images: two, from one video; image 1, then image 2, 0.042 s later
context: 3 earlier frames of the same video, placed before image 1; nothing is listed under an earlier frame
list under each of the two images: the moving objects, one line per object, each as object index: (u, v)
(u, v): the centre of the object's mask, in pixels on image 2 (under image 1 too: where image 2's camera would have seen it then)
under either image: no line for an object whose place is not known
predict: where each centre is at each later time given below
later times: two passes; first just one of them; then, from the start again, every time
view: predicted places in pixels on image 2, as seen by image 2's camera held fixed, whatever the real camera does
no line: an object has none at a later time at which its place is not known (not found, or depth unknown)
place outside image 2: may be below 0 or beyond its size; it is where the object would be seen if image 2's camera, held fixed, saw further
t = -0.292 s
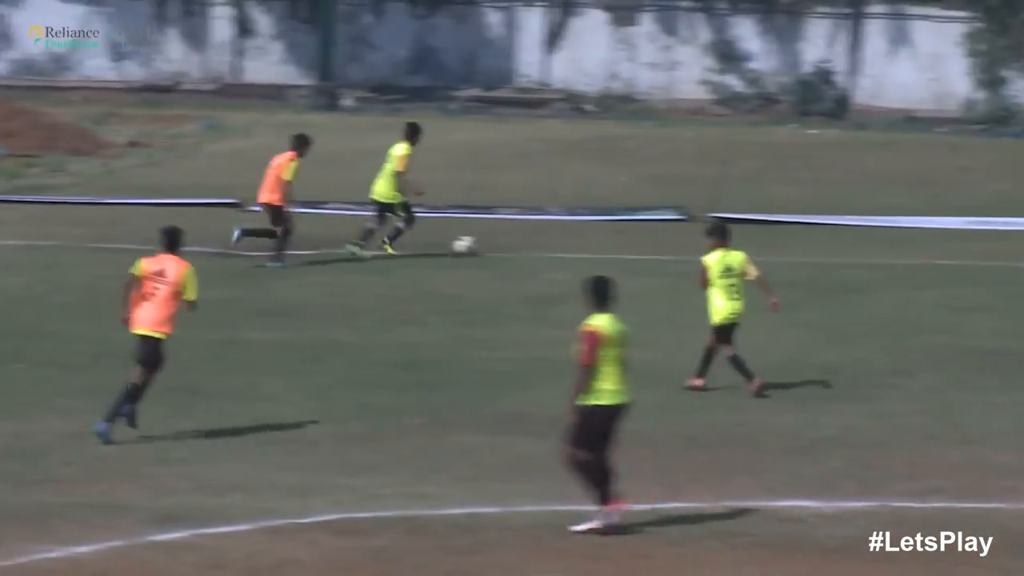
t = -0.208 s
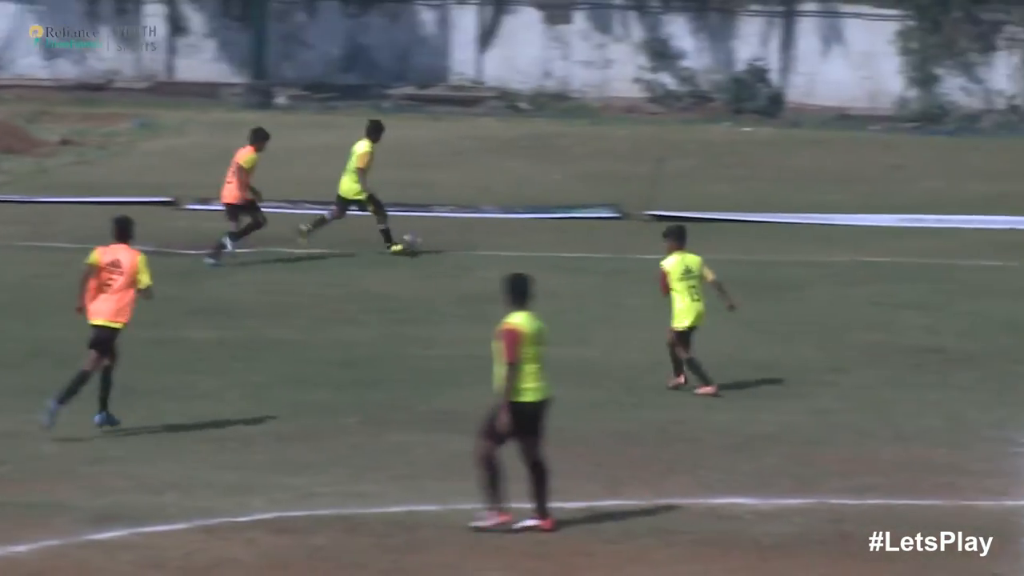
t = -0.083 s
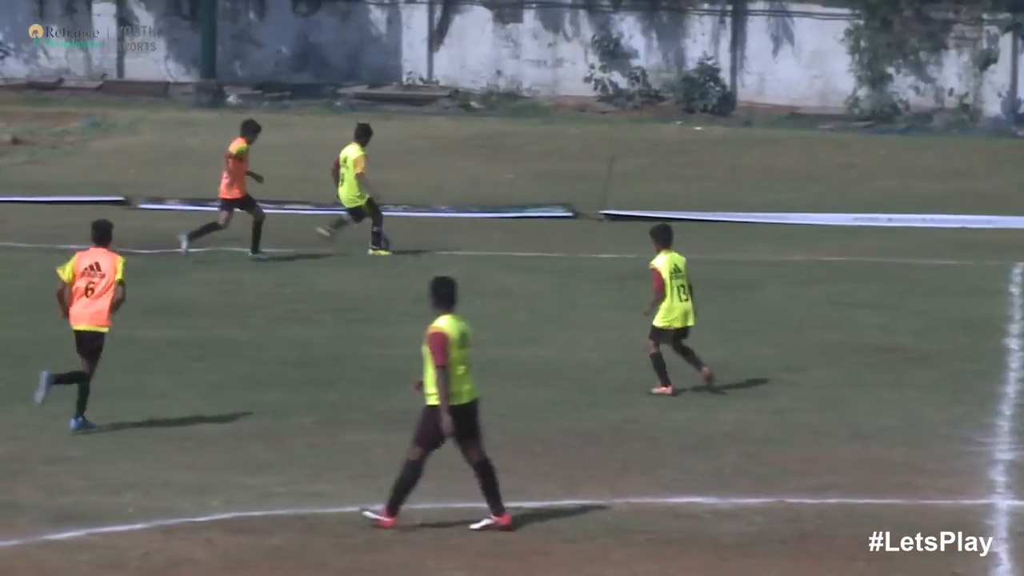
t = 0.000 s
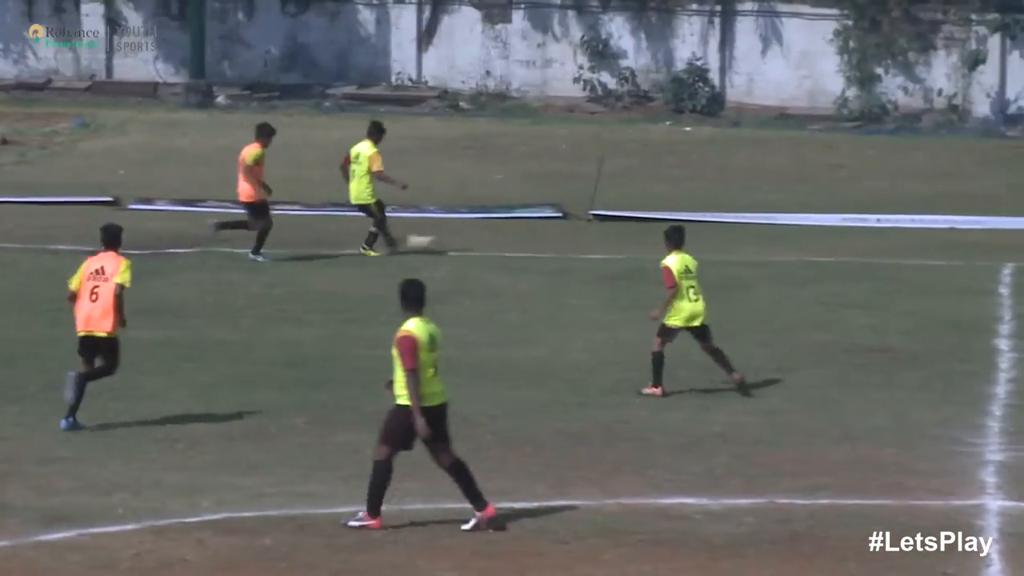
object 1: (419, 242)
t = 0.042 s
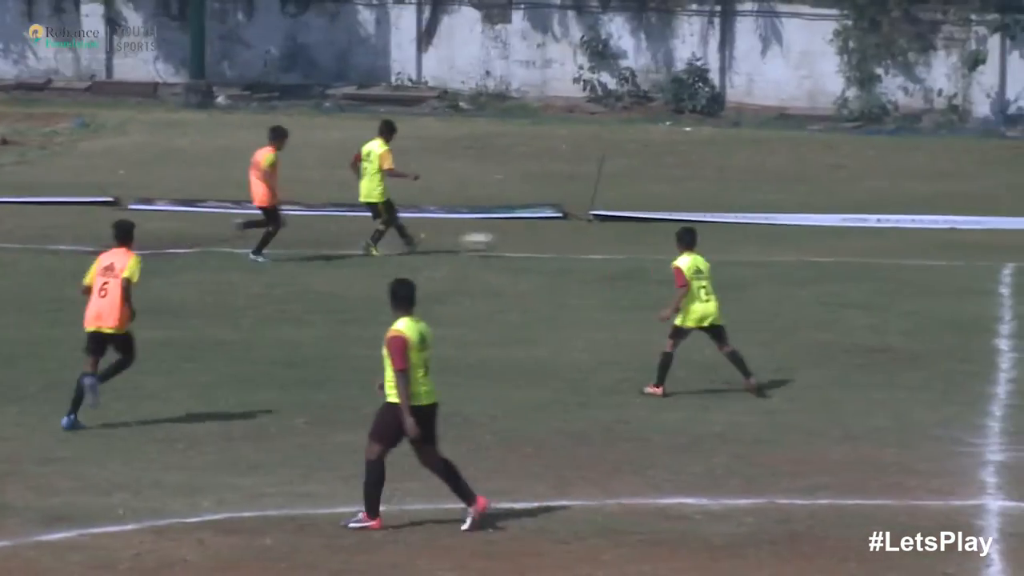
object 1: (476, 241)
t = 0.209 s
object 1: (693, 254)
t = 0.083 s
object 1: (532, 243)
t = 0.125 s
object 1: (584, 245)
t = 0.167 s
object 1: (638, 249)
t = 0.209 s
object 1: (693, 254)
